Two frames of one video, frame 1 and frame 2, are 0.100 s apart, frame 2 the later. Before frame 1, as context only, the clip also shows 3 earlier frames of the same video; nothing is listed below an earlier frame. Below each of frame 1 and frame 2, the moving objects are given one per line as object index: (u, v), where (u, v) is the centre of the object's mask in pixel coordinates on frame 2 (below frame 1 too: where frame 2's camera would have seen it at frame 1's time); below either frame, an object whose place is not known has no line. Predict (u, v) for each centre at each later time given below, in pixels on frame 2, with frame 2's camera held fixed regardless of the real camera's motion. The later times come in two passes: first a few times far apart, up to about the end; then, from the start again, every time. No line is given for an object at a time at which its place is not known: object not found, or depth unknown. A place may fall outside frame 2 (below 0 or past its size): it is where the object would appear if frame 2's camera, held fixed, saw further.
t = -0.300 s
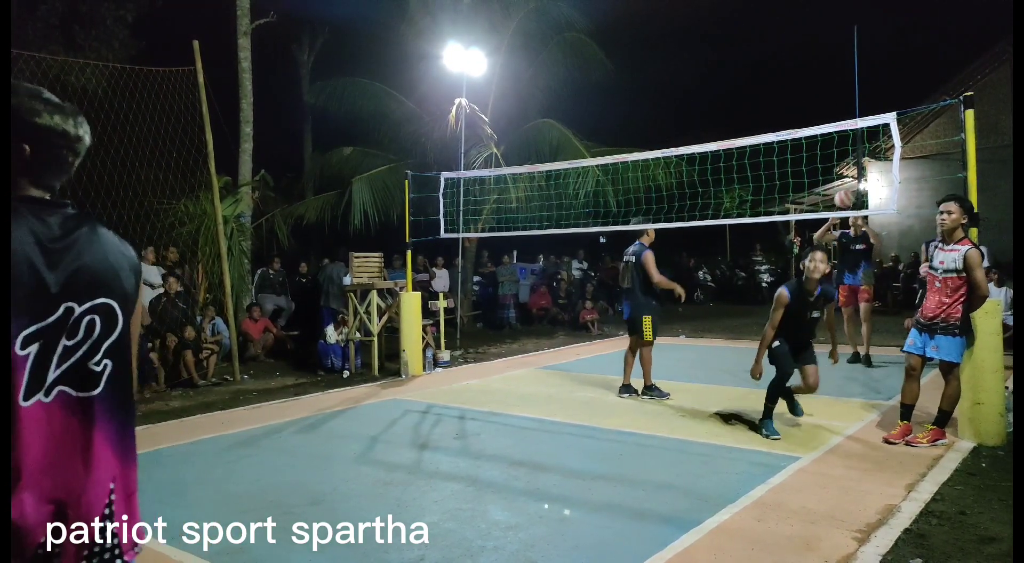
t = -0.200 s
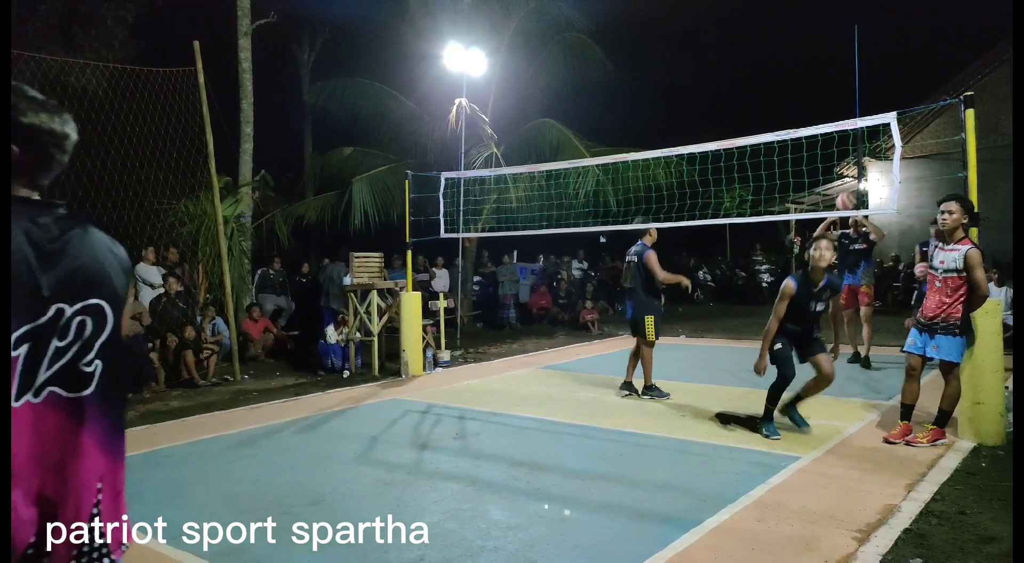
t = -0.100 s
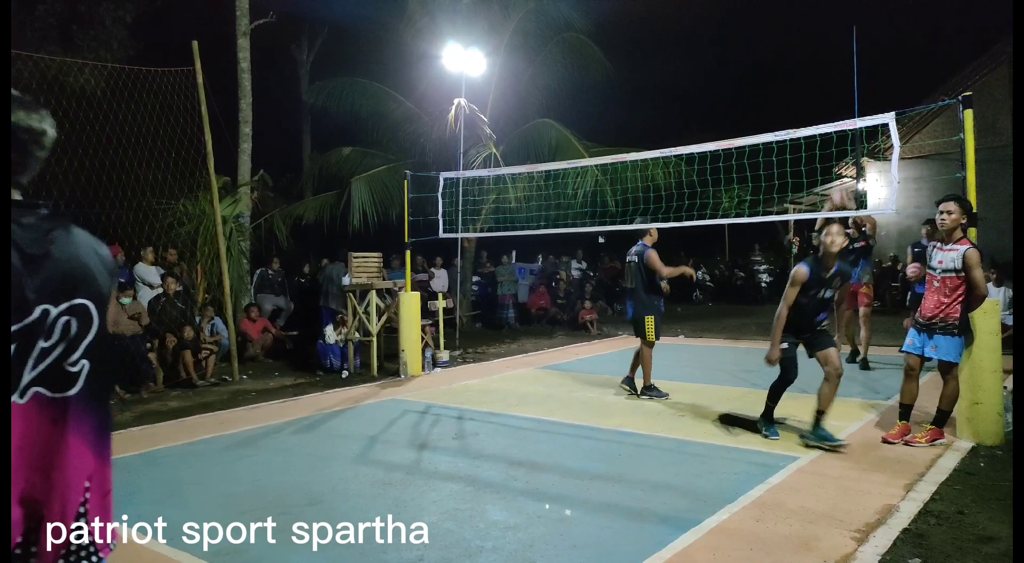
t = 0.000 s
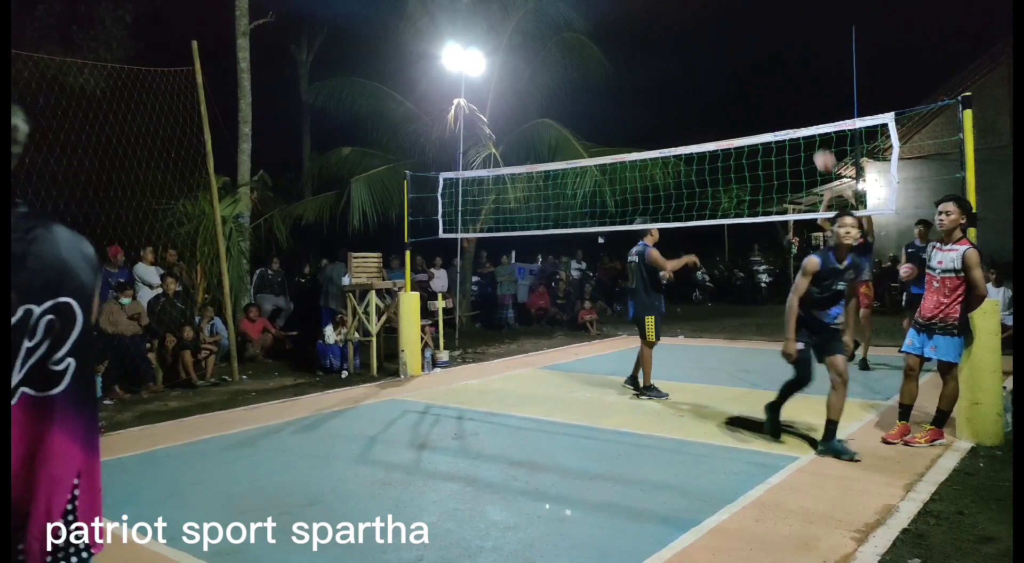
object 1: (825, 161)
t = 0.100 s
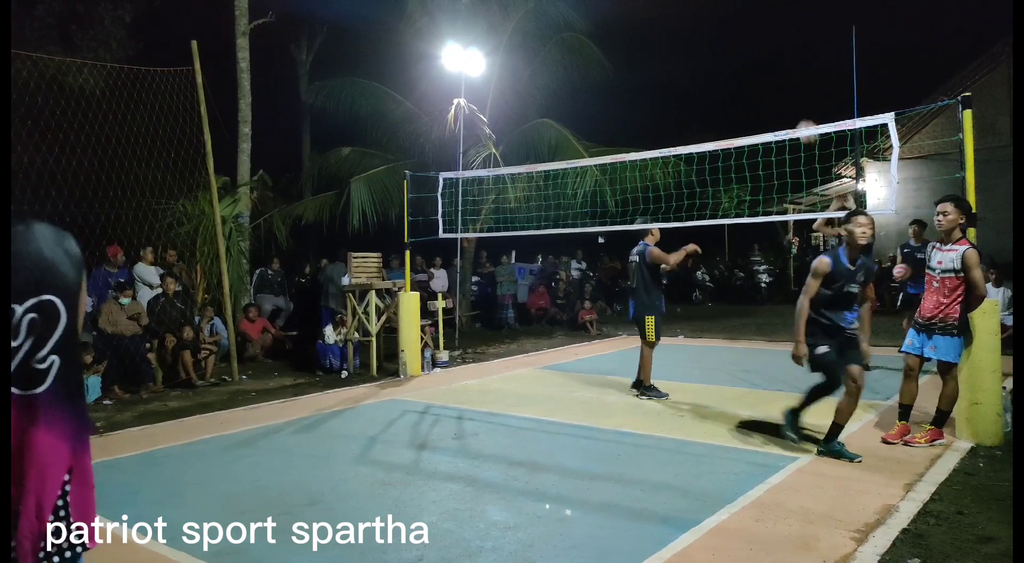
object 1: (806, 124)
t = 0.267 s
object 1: (778, 102)
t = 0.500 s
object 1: (735, 104)
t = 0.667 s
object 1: (704, 134)
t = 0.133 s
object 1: (801, 121)
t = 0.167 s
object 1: (797, 117)
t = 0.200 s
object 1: (791, 111)
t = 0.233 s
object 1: (784, 106)
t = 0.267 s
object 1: (778, 102)
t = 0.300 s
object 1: (773, 99)
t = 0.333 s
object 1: (766, 97)
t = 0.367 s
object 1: (760, 97)
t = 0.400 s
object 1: (754, 97)
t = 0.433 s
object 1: (748, 98)
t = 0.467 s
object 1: (742, 100)
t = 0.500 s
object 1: (735, 104)
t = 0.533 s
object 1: (728, 108)
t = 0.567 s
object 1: (722, 114)
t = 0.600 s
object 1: (716, 120)
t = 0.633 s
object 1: (709, 128)
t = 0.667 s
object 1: (704, 134)
